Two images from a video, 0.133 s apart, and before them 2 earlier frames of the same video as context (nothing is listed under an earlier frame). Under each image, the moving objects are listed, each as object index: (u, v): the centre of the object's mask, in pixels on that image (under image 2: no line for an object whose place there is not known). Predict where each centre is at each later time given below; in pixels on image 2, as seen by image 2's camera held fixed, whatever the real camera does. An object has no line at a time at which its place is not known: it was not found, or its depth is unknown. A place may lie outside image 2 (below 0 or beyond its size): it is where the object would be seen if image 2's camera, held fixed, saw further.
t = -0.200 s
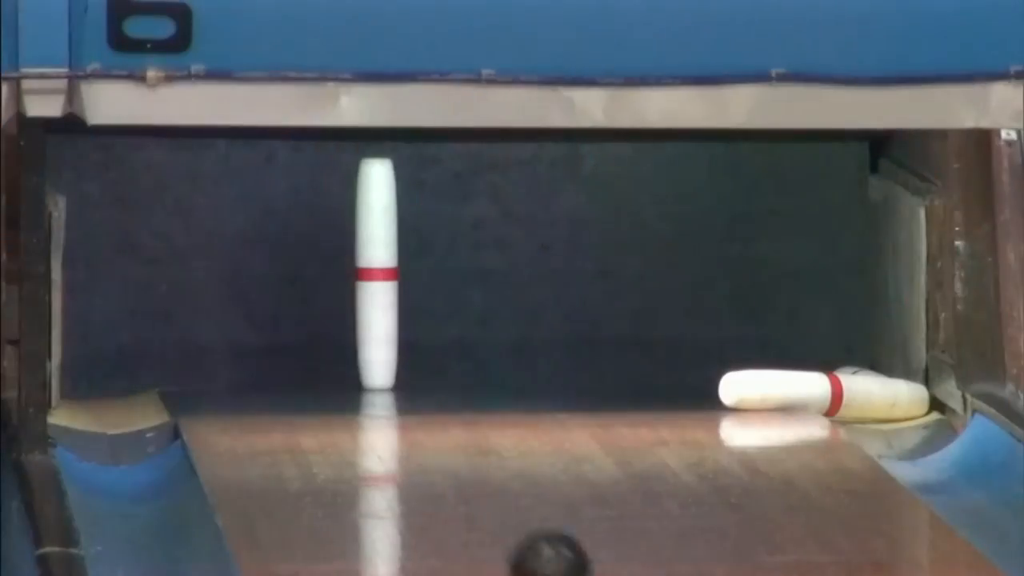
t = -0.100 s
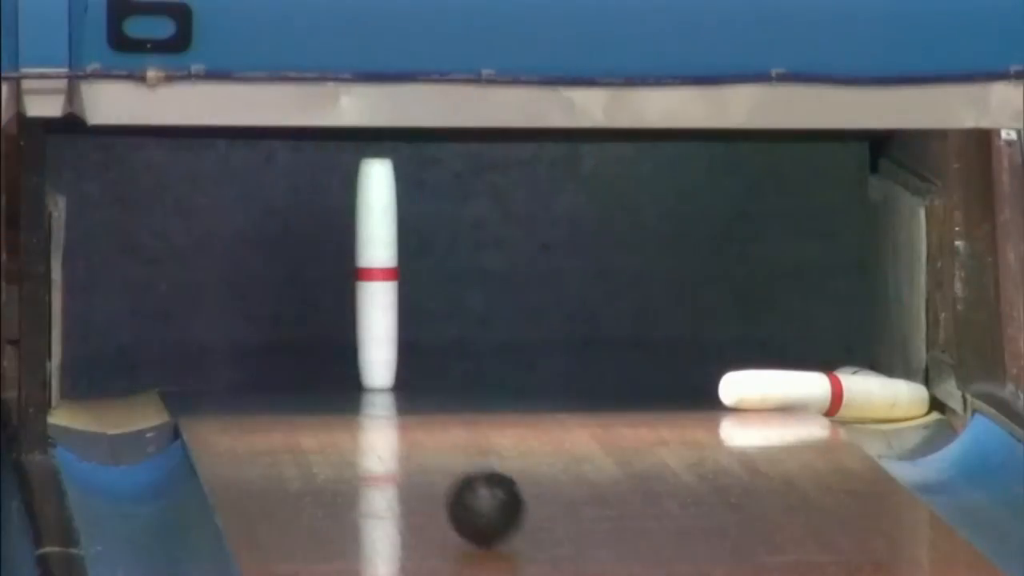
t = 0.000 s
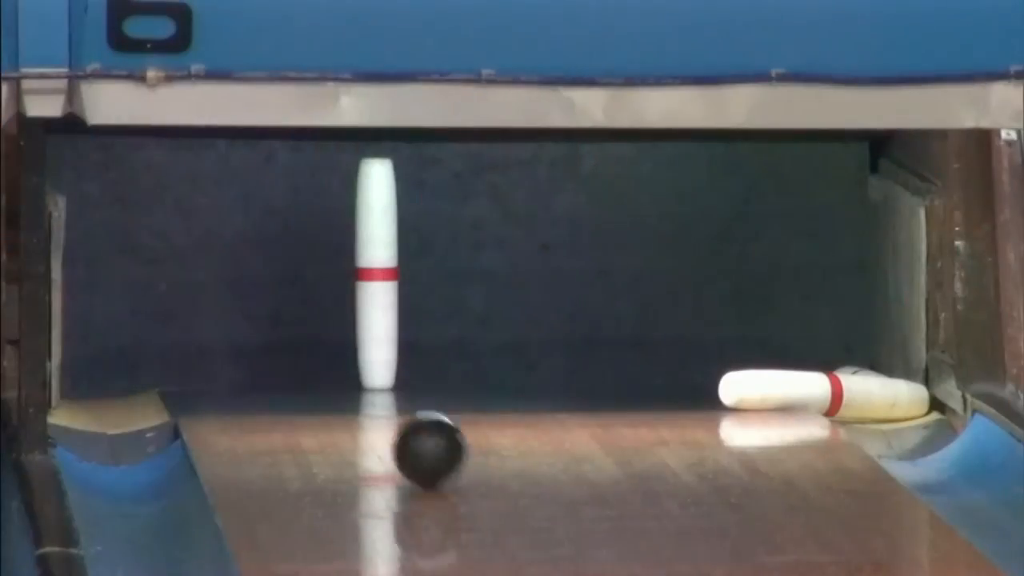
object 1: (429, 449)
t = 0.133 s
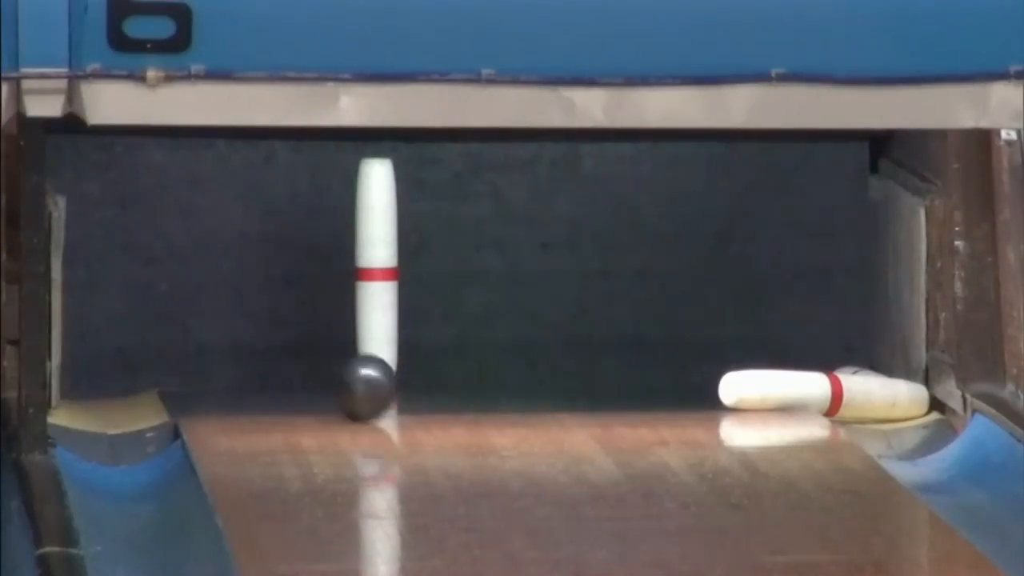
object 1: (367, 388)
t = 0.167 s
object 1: (351, 376)
